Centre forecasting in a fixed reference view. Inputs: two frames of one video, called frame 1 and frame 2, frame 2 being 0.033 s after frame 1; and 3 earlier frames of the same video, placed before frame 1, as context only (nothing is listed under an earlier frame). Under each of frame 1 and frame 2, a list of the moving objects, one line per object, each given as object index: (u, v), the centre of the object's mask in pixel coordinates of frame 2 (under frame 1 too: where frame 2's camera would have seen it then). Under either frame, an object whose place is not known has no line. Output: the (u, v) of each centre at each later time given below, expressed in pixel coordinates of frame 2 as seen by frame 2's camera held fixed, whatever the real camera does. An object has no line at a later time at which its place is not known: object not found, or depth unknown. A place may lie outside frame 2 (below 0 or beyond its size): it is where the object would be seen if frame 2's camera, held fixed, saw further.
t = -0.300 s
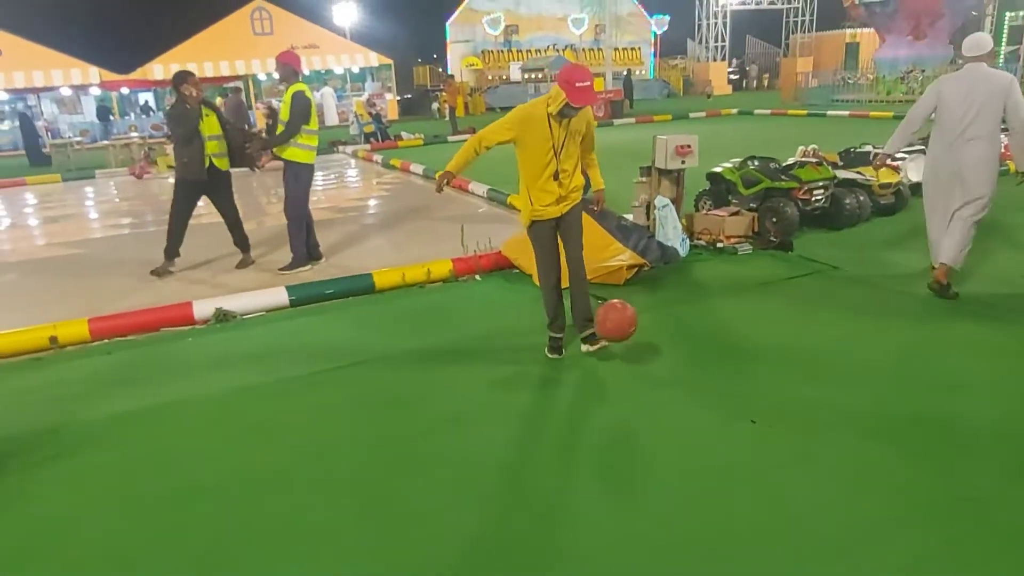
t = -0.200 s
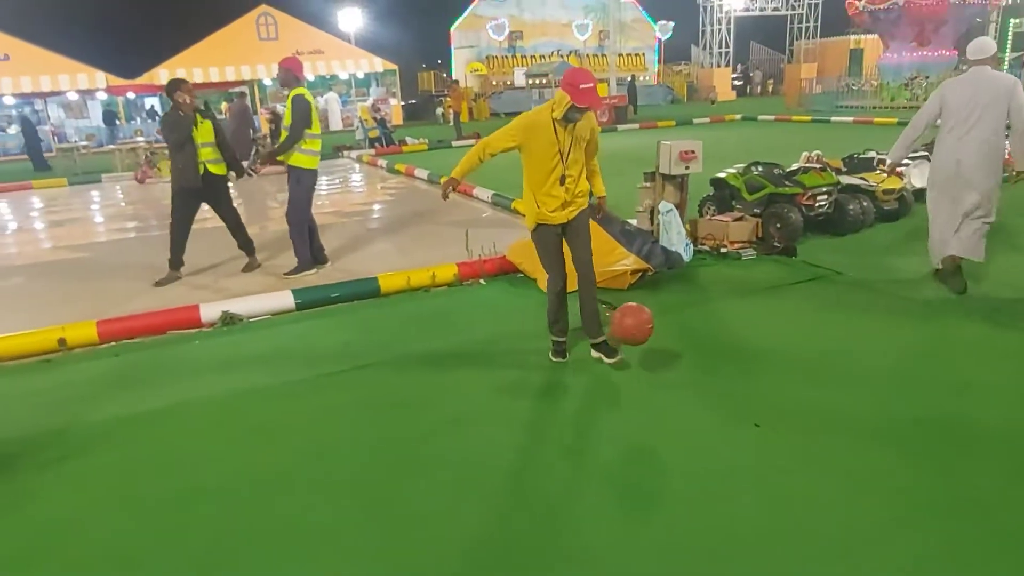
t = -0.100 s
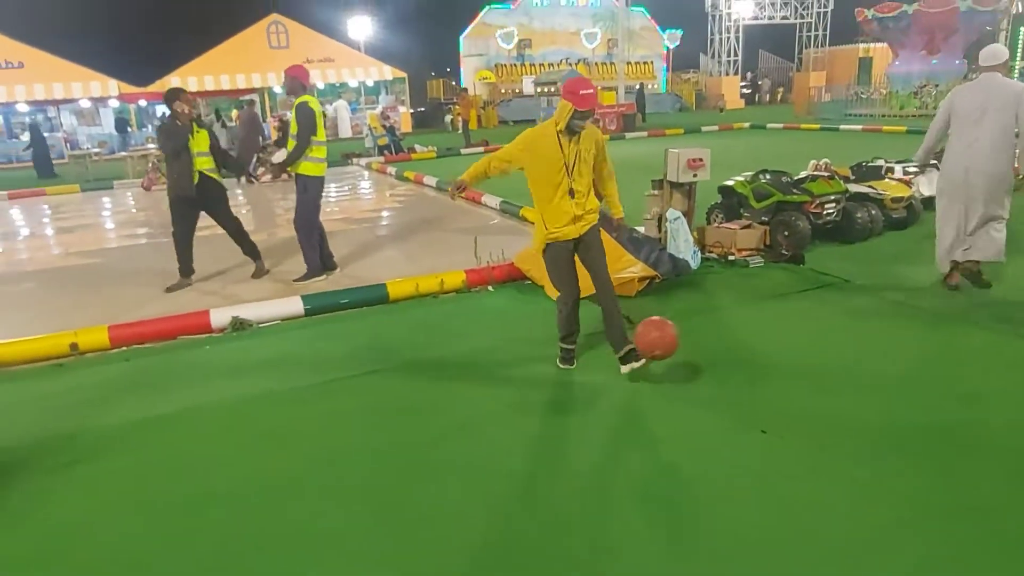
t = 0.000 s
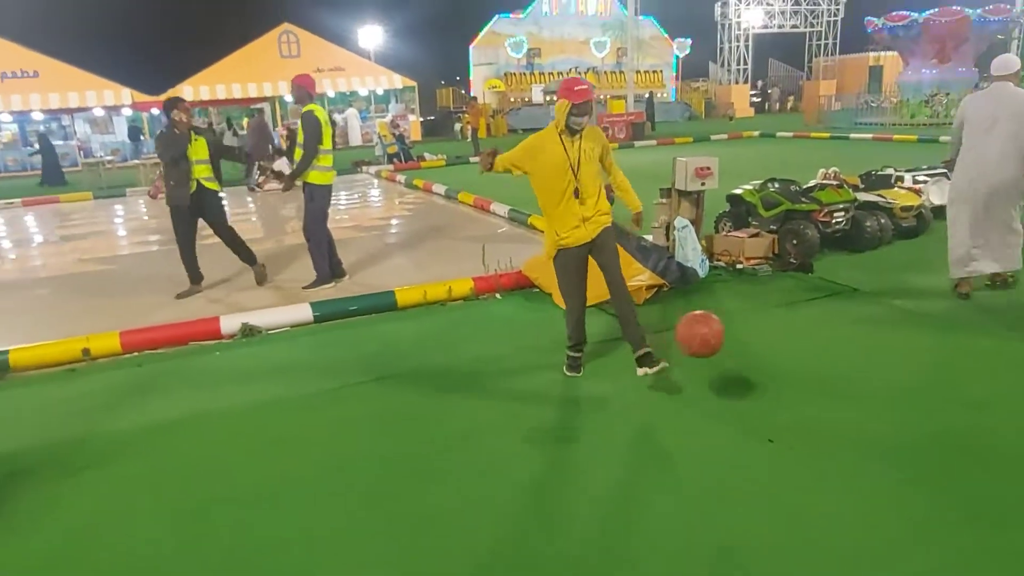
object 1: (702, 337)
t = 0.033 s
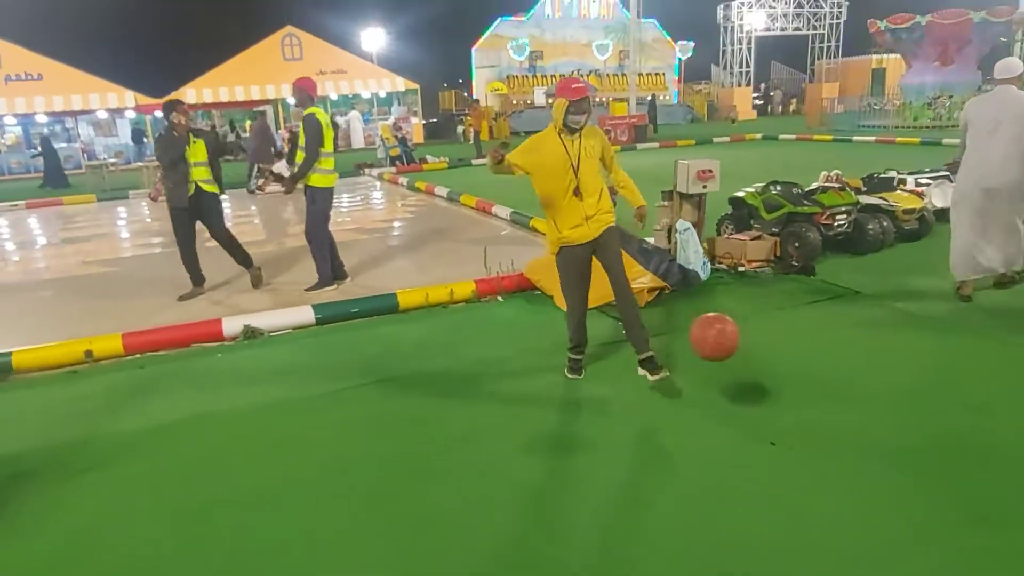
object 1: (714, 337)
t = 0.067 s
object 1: (728, 339)
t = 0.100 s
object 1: (742, 344)
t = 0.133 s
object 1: (756, 352)
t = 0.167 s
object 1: (770, 362)
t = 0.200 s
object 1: (786, 376)
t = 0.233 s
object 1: (801, 393)
